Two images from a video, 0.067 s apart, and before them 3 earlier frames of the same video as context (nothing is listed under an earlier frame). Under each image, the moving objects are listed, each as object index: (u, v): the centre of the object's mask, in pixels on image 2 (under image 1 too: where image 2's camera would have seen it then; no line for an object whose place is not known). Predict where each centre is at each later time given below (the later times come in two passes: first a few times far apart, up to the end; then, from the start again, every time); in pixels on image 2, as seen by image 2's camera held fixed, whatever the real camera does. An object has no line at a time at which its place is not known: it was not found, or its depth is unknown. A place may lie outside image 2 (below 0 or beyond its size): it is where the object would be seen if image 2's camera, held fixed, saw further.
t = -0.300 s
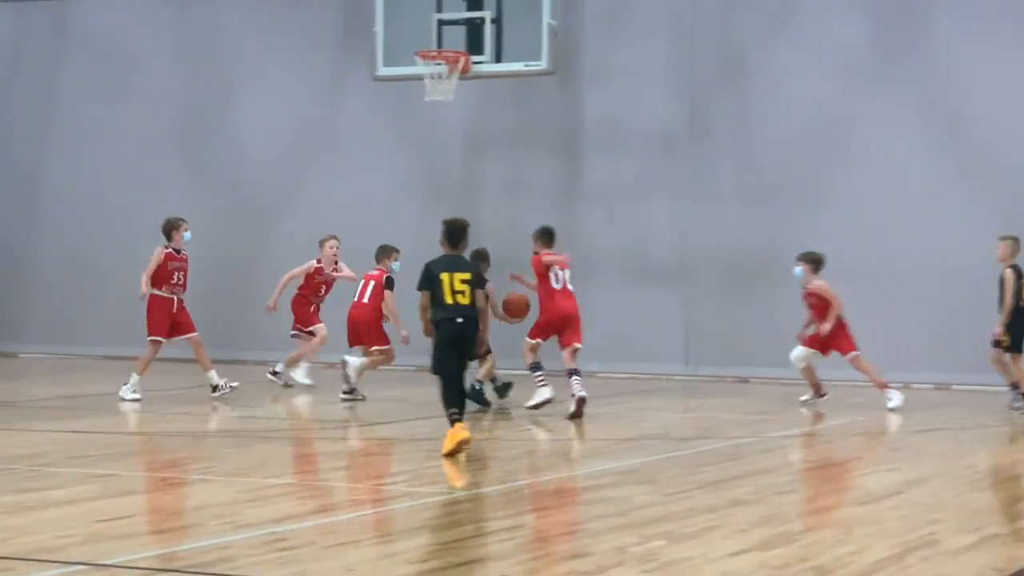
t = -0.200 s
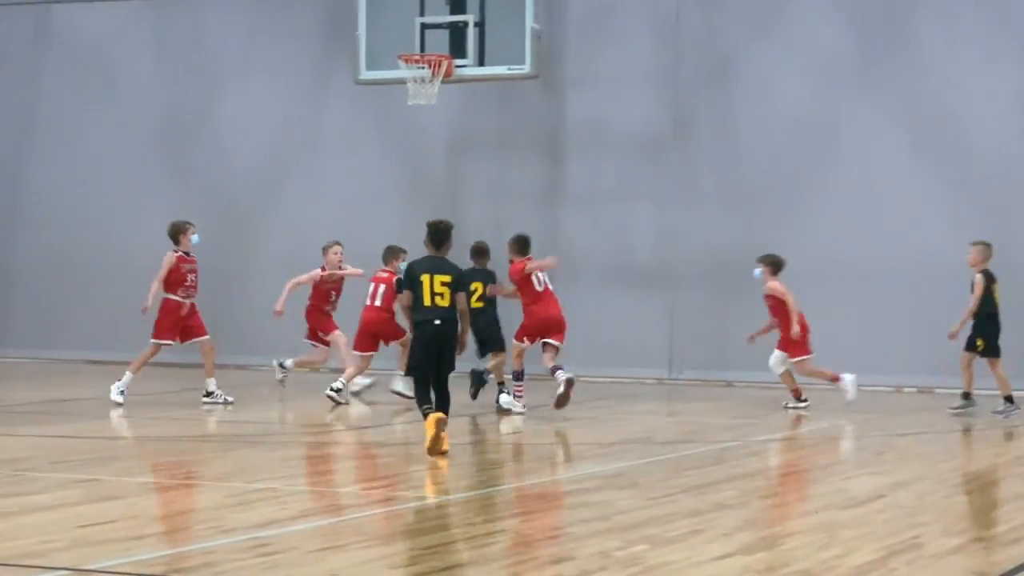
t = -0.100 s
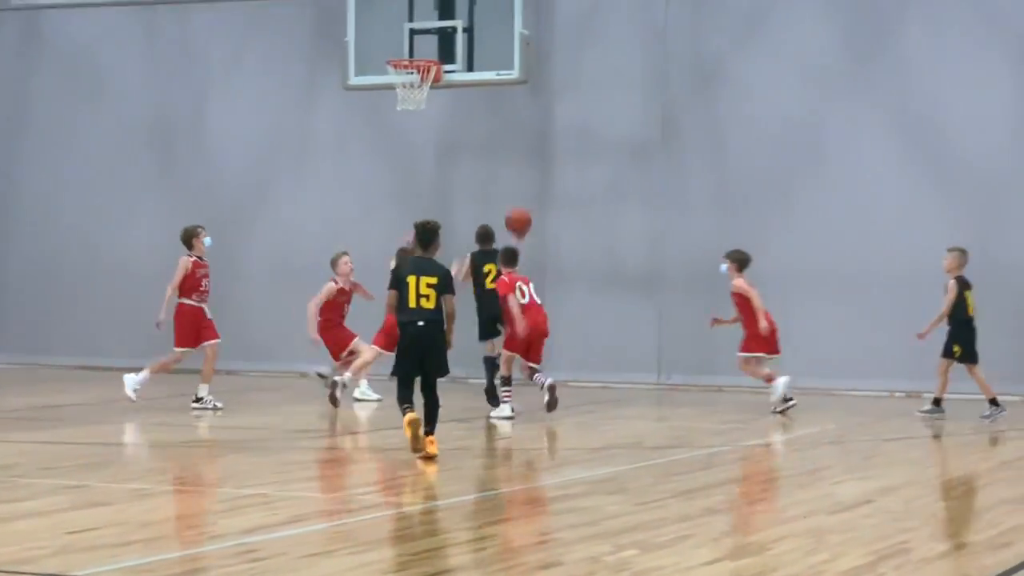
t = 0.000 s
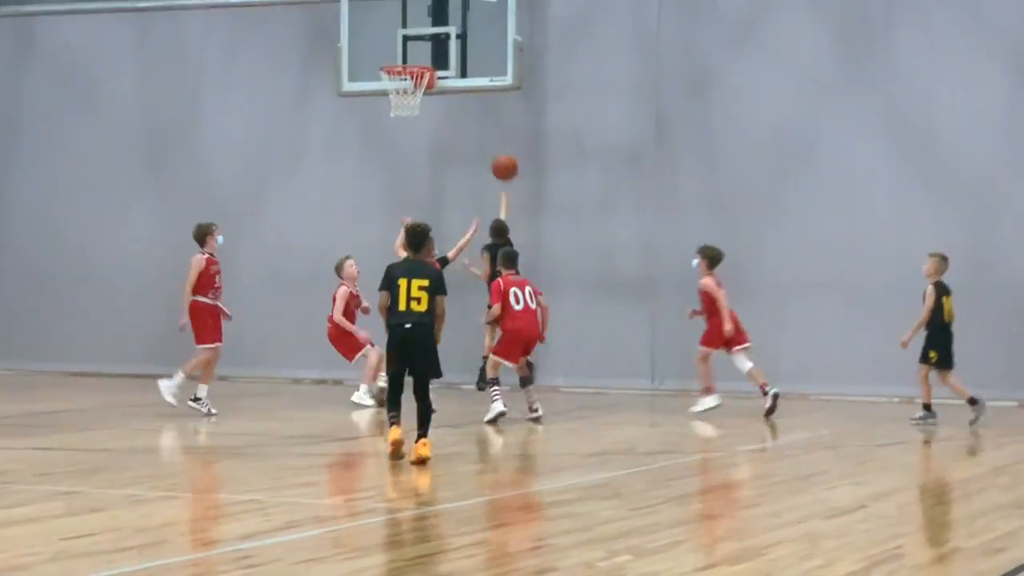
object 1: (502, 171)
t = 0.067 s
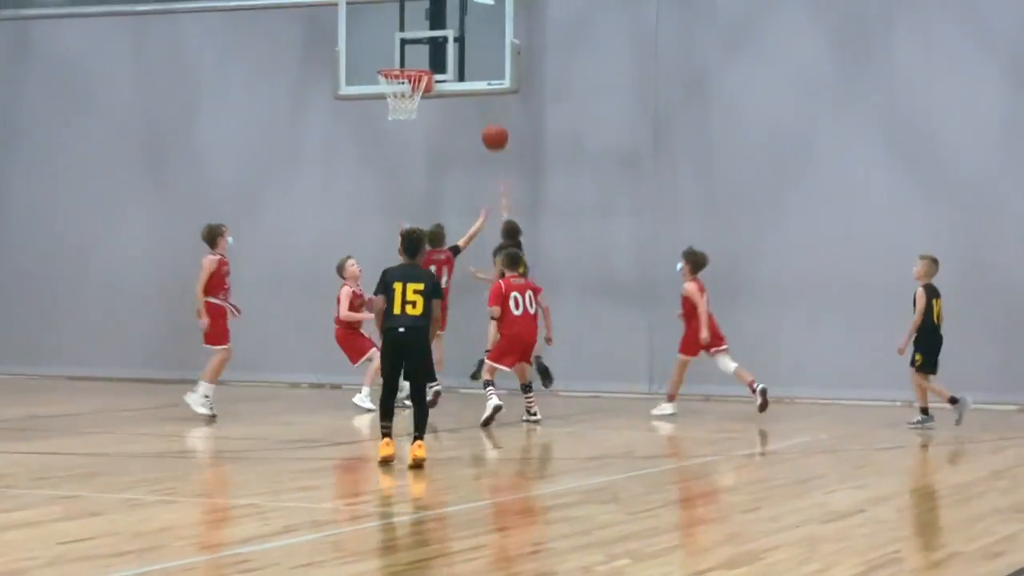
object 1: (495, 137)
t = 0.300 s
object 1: (470, 62)
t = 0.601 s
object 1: (439, 53)
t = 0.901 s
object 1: (405, 62)
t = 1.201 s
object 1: (390, 106)
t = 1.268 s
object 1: (396, 117)
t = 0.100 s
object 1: (491, 122)
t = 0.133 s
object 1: (487, 110)
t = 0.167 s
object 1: (484, 97)
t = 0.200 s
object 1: (481, 86)
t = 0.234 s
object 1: (477, 75)
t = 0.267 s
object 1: (473, 68)
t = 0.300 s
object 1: (470, 62)
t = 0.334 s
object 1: (466, 55)
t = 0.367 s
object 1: (463, 50)
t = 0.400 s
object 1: (460, 47)
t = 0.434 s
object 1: (455, 45)
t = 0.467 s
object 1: (453, 44)
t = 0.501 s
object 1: (449, 44)
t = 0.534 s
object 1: (446, 46)
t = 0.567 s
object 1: (443, 49)
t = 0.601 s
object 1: (439, 53)
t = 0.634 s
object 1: (435, 58)
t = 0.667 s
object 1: (430, 59)
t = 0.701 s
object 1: (425, 61)
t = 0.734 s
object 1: (422, 61)
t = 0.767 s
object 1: (419, 59)
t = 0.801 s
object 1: (416, 60)
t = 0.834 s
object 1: (412, 60)
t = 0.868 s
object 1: (409, 60)
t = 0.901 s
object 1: (405, 62)
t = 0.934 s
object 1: (402, 64)
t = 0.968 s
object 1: (398, 68)
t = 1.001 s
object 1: (397, 82)
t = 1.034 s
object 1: (391, 89)
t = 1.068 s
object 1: (388, 93)
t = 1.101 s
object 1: (388, 99)
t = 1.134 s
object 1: (388, 102)
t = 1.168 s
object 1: (389, 103)
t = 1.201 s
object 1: (390, 106)
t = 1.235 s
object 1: (392, 108)
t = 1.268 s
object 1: (396, 117)
